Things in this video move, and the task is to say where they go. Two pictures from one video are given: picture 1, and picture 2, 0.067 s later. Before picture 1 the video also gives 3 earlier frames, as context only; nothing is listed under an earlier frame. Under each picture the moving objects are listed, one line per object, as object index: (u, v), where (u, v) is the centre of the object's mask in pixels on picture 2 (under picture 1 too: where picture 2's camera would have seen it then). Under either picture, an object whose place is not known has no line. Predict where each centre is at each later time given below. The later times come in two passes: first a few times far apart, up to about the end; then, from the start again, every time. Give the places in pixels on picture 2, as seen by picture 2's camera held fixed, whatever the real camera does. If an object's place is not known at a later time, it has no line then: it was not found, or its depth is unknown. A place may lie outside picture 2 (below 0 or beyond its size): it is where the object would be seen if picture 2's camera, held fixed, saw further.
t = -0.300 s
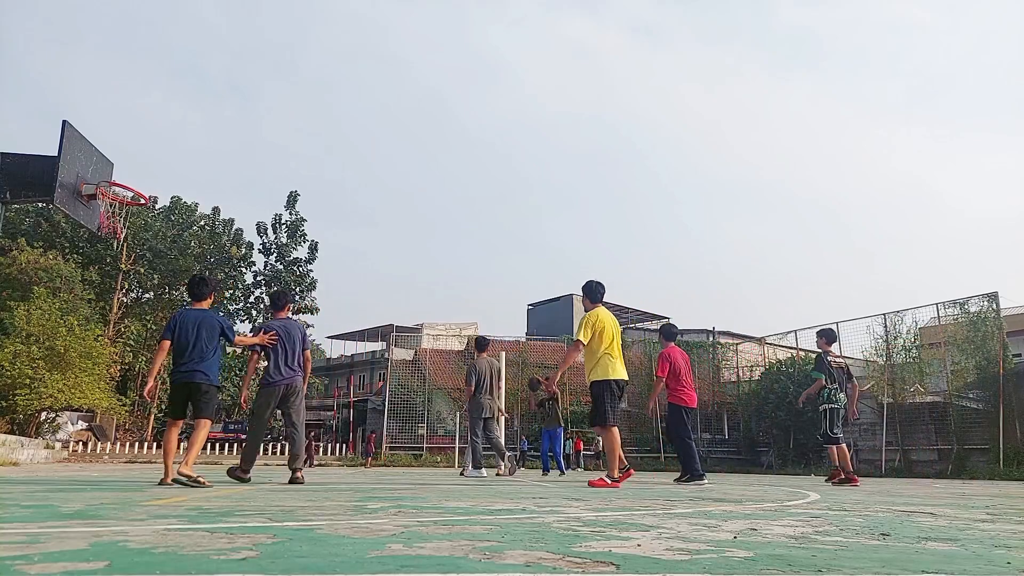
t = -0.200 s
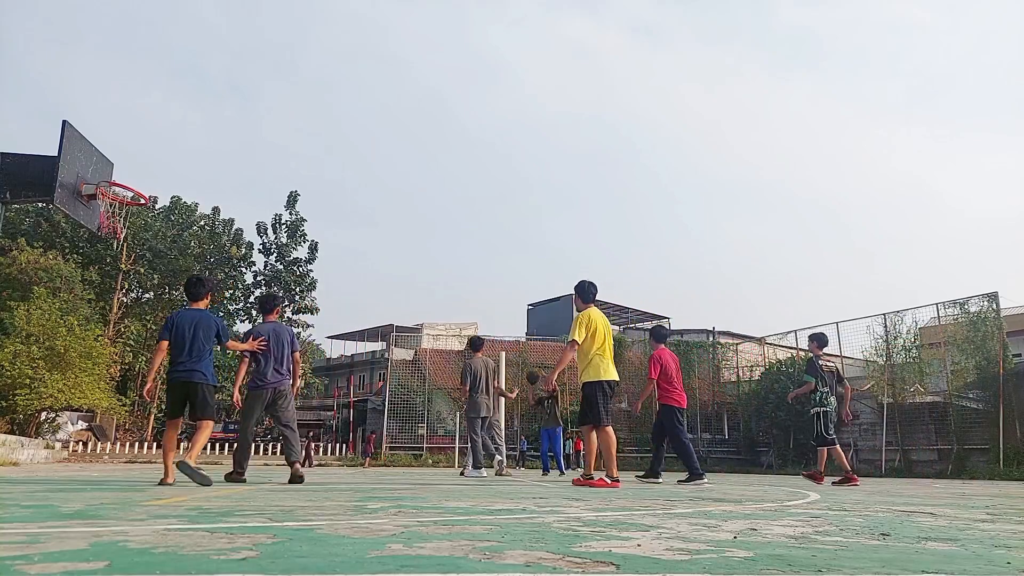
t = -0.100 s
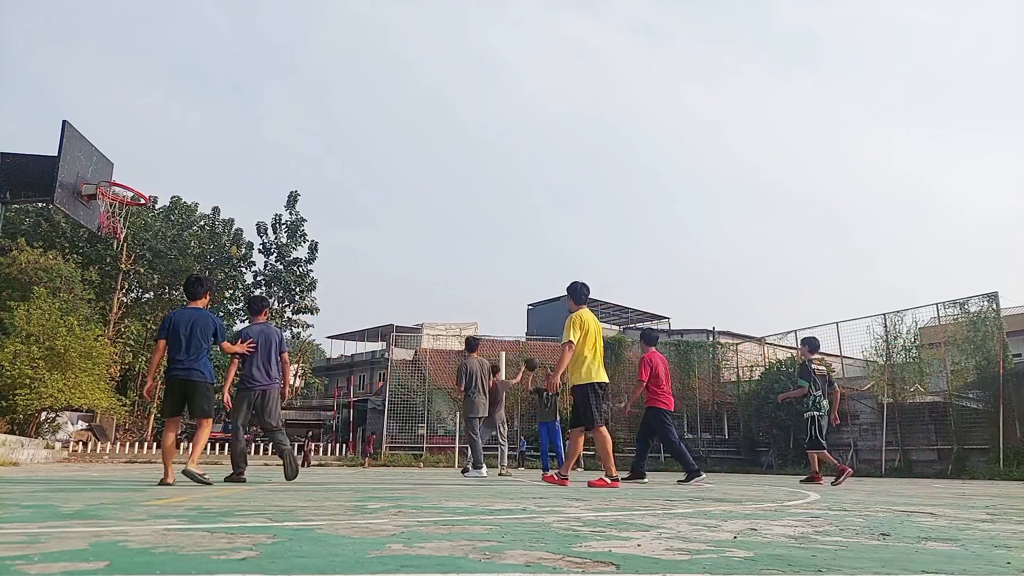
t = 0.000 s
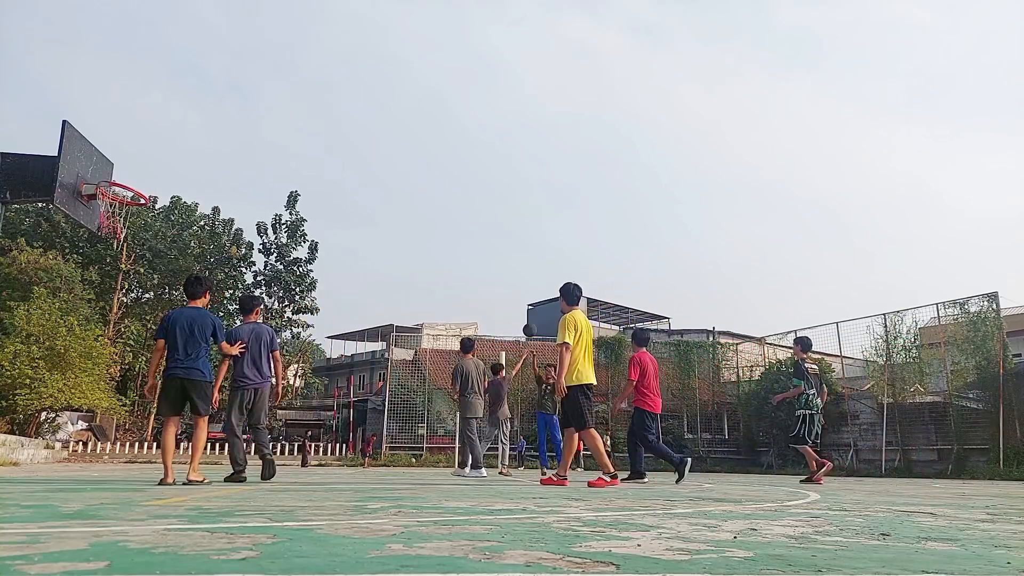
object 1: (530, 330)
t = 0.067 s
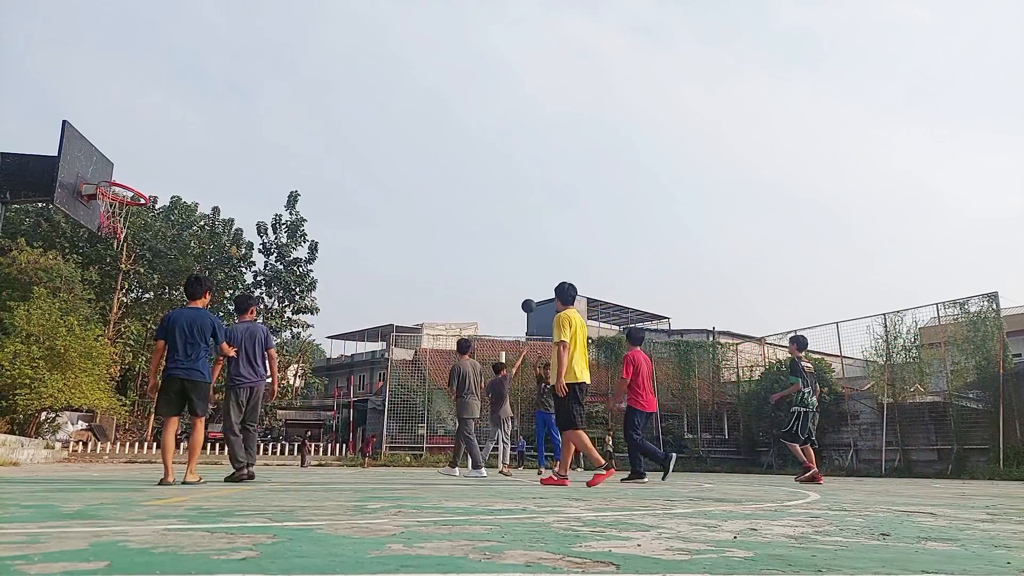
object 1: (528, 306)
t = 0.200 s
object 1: (526, 264)
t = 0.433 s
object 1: (521, 206)
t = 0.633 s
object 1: (515, 177)
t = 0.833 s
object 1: (509, 172)
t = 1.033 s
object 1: (501, 200)
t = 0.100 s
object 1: (527, 295)
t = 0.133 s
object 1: (527, 284)
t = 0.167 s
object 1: (526, 274)
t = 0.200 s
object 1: (526, 264)
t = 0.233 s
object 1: (525, 254)
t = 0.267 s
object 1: (524, 245)
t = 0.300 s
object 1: (524, 237)
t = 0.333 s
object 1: (523, 228)
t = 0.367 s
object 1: (522, 220)
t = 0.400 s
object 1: (521, 213)
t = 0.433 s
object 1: (521, 206)
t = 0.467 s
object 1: (520, 200)
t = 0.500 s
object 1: (519, 194)
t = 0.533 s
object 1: (518, 189)
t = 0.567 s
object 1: (517, 184)
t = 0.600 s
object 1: (516, 180)
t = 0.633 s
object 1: (515, 177)
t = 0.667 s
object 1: (514, 175)
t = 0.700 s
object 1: (513, 173)
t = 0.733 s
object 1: (512, 171)
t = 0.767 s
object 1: (511, 171)
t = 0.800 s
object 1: (510, 171)
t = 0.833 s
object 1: (509, 172)
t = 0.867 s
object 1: (508, 174)
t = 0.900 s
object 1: (507, 177)
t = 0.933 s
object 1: (505, 181)
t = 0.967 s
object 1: (504, 186)
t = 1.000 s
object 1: (503, 192)
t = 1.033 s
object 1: (501, 200)
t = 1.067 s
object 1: (500, 209)
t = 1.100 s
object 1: (499, 219)
